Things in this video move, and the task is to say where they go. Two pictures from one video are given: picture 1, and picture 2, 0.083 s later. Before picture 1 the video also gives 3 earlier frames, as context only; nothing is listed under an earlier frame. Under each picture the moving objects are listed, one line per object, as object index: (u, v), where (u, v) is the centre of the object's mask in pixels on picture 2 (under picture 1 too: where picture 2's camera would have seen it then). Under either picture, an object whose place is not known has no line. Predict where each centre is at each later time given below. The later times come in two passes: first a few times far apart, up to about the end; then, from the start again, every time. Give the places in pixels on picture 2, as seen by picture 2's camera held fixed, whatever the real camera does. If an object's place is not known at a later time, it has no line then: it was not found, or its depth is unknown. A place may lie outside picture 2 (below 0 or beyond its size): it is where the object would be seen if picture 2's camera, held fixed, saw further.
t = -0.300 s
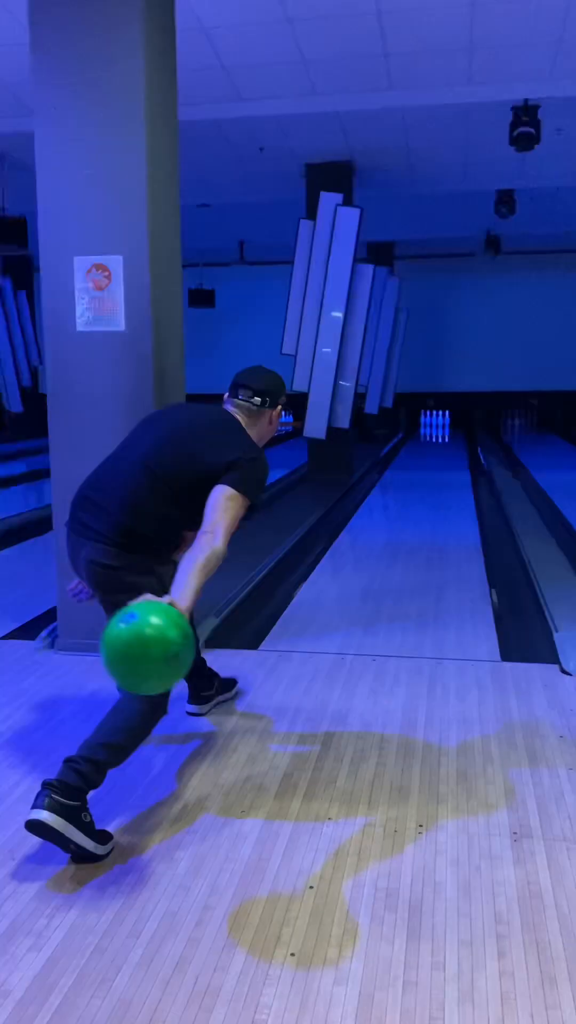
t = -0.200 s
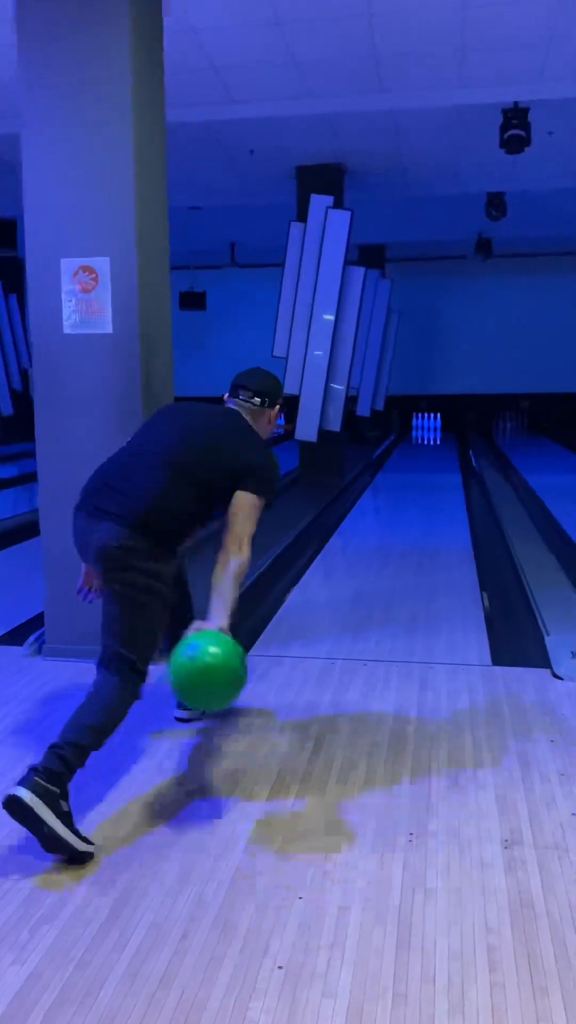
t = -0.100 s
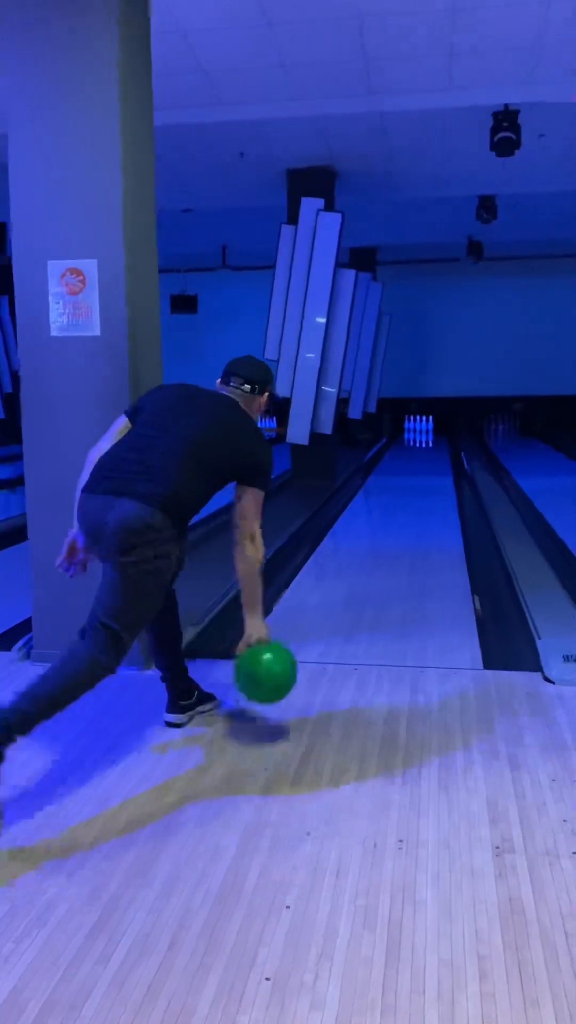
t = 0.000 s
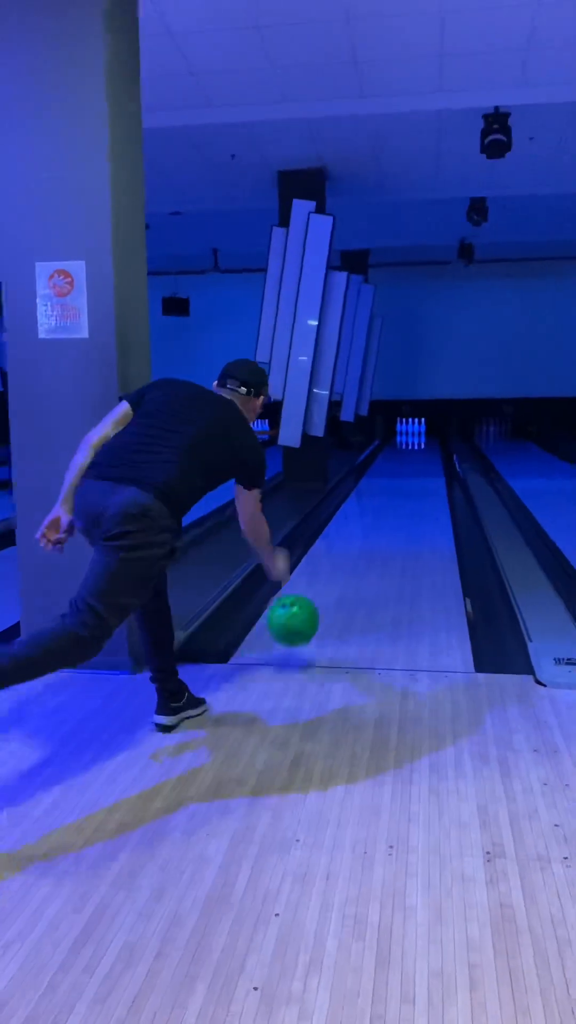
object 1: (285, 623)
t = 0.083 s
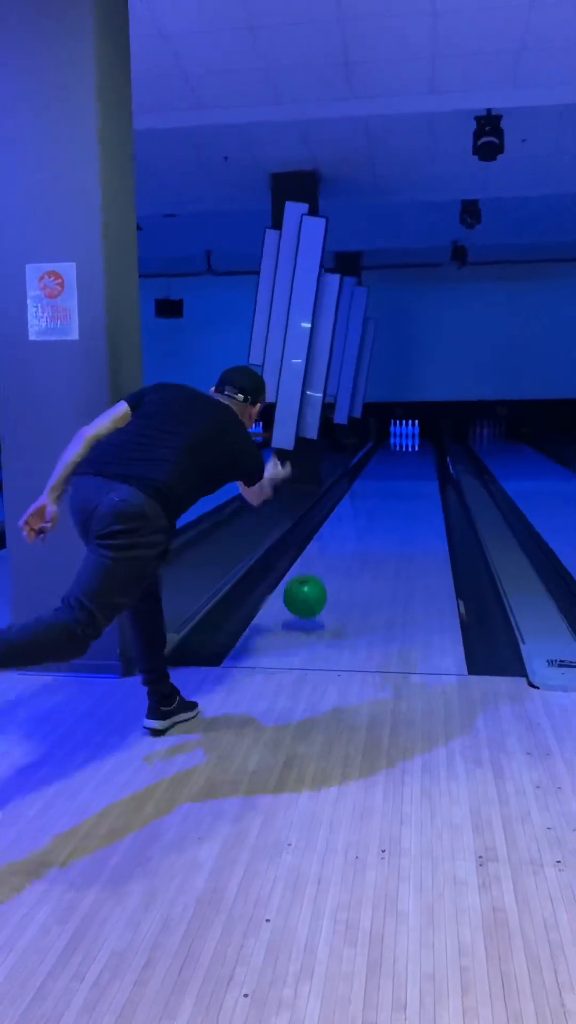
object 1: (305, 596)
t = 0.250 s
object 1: (332, 559)
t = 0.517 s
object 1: (354, 515)
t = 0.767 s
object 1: (365, 490)
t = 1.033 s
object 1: (374, 473)
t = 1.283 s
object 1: (378, 462)
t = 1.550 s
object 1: (380, 452)
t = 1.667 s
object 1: (381, 449)
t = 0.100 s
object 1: (309, 594)
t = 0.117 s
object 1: (312, 592)
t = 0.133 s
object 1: (315, 591)
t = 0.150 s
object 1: (318, 587)
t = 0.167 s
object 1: (320, 581)
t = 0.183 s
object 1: (323, 576)
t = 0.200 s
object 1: (325, 571)
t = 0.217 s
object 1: (327, 567)
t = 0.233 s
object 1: (329, 563)
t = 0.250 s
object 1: (332, 559)
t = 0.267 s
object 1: (333, 556)
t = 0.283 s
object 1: (335, 552)
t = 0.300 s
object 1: (337, 549)
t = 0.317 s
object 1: (339, 545)
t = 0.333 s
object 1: (340, 542)
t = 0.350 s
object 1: (341, 539)
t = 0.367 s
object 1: (343, 536)
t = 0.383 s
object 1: (345, 533)
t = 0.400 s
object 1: (346, 531)
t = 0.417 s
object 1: (347, 528)
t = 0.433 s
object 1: (349, 526)
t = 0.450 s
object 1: (350, 523)
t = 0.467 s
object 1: (351, 521)
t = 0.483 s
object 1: (352, 519)
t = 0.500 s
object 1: (353, 517)
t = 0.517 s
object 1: (354, 515)
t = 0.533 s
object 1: (355, 512)
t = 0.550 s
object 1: (356, 511)
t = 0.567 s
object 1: (357, 509)
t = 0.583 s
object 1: (358, 507)
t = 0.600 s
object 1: (359, 505)
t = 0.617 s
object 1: (359, 504)
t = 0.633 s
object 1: (360, 502)
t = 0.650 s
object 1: (361, 501)
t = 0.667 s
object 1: (361, 499)
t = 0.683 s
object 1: (362, 497)
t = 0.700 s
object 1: (363, 496)
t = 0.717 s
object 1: (363, 494)
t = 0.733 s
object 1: (364, 493)
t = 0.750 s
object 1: (365, 491)
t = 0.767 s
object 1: (365, 490)
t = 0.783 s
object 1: (366, 489)
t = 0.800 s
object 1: (367, 487)
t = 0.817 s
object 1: (367, 486)
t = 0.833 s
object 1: (368, 485)
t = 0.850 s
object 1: (368, 484)
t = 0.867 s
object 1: (369, 482)
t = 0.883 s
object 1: (370, 482)
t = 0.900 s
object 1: (370, 480)
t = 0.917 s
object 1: (370, 479)
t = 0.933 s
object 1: (371, 478)
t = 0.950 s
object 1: (371, 477)
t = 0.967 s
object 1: (372, 476)
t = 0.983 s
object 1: (372, 475)
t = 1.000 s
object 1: (373, 475)
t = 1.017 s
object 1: (373, 473)
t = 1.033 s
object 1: (374, 473)
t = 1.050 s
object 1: (375, 472)
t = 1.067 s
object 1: (374, 471)
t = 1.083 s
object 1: (375, 471)
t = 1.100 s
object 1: (375, 469)
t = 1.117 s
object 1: (375, 468)
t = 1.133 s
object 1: (376, 468)
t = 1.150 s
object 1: (377, 466)
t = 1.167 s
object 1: (377, 466)
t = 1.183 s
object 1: (377, 465)
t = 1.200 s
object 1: (378, 464)
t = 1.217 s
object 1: (378, 463)
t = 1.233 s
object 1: (377, 463)
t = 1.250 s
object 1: (377, 463)
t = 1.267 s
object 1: (378, 462)
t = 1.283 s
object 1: (378, 462)
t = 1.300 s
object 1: (378, 461)
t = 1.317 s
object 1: (378, 460)
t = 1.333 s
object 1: (378, 460)
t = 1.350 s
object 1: (379, 459)
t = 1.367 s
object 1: (379, 458)
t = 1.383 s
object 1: (378, 458)
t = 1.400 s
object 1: (379, 457)
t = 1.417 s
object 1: (379, 457)
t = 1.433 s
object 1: (379, 456)
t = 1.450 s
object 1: (379, 455)
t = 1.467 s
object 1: (379, 454)
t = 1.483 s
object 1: (379, 454)
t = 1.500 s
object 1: (380, 454)
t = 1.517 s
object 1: (380, 453)
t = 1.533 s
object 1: (380, 453)
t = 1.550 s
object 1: (380, 452)
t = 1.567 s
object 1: (380, 451)
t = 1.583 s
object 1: (381, 451)
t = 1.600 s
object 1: (381, 451)
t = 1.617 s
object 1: (381, 451)
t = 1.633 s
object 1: (381, 450)
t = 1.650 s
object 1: (381, 450)
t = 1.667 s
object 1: (381, 449)
